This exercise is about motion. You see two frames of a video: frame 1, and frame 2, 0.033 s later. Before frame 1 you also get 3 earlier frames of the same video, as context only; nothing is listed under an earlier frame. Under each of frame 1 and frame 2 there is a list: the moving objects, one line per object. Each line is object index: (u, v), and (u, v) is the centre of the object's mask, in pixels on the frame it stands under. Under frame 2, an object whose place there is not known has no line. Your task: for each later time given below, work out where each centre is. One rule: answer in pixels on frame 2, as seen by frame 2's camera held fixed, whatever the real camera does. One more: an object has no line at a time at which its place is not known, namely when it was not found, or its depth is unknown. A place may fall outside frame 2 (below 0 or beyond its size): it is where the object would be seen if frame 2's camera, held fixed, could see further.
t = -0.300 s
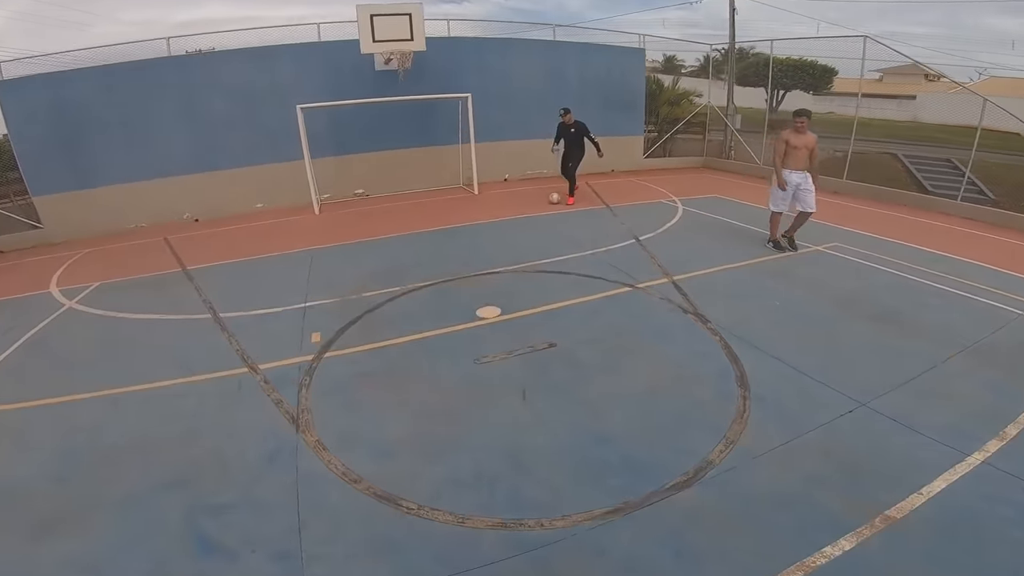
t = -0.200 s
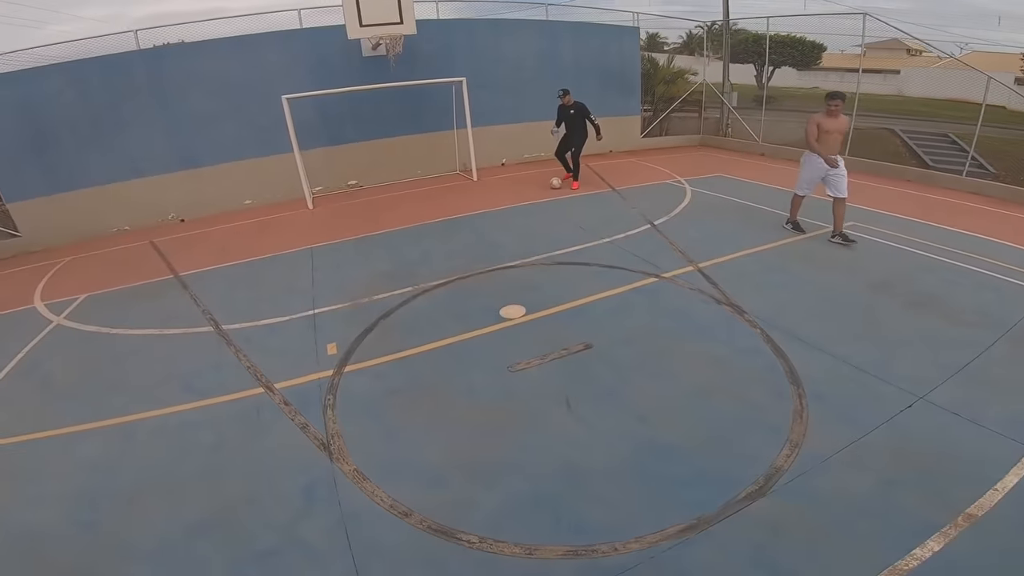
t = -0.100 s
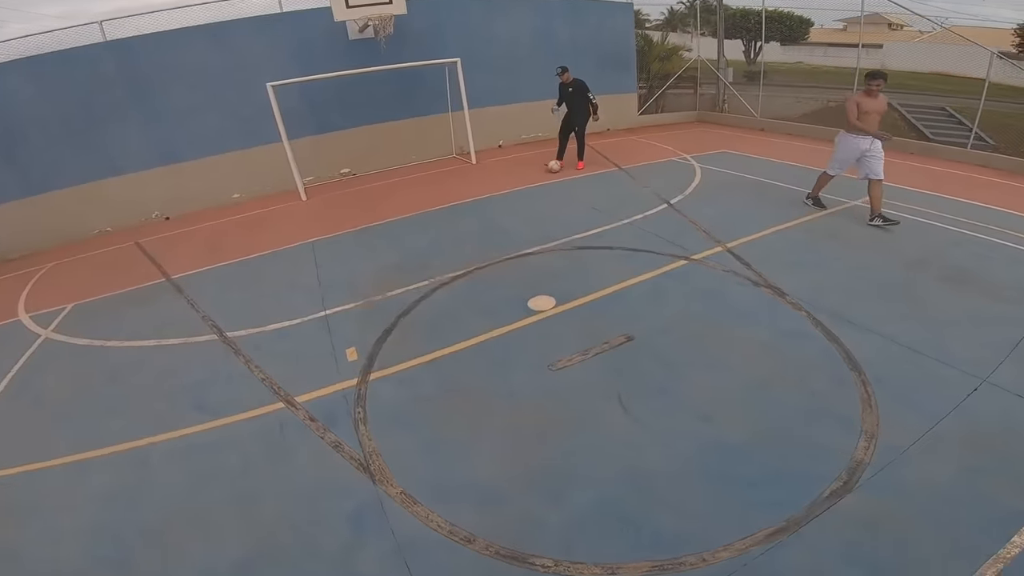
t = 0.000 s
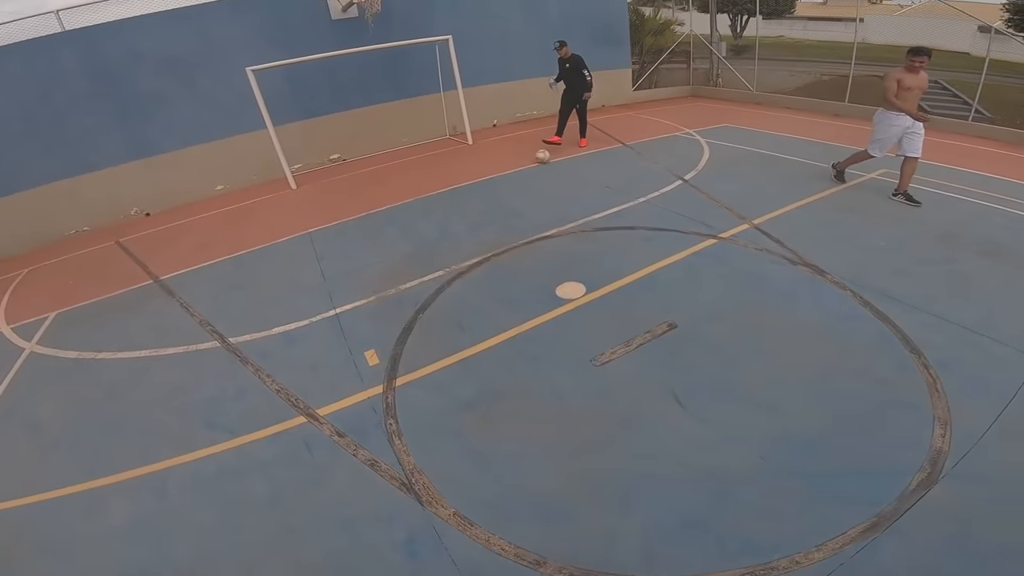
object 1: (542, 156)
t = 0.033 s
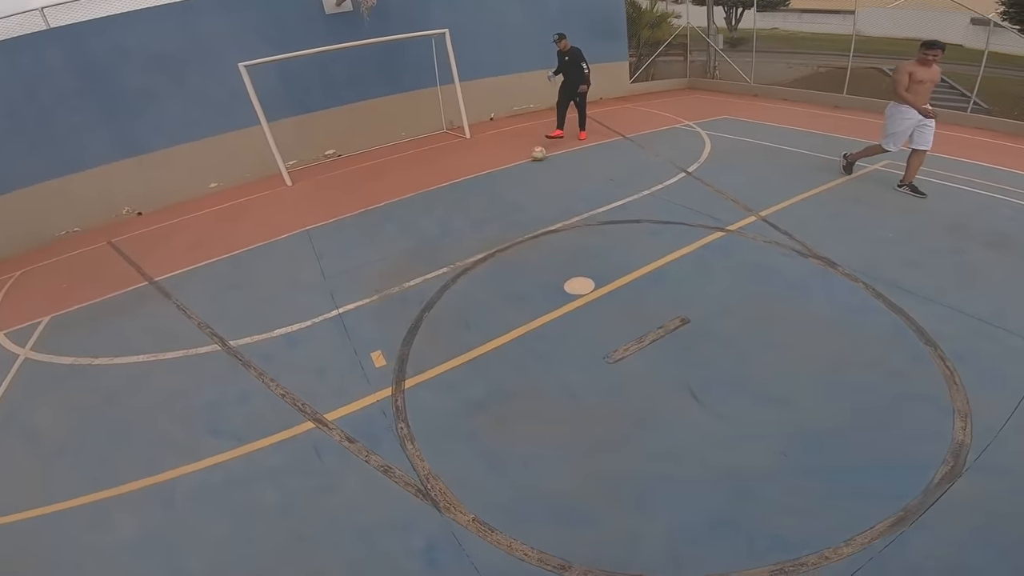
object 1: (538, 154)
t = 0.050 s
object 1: (535, 155)
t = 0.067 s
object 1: (533, 158)
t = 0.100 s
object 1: (528, 163)
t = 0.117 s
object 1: (525, 165)
